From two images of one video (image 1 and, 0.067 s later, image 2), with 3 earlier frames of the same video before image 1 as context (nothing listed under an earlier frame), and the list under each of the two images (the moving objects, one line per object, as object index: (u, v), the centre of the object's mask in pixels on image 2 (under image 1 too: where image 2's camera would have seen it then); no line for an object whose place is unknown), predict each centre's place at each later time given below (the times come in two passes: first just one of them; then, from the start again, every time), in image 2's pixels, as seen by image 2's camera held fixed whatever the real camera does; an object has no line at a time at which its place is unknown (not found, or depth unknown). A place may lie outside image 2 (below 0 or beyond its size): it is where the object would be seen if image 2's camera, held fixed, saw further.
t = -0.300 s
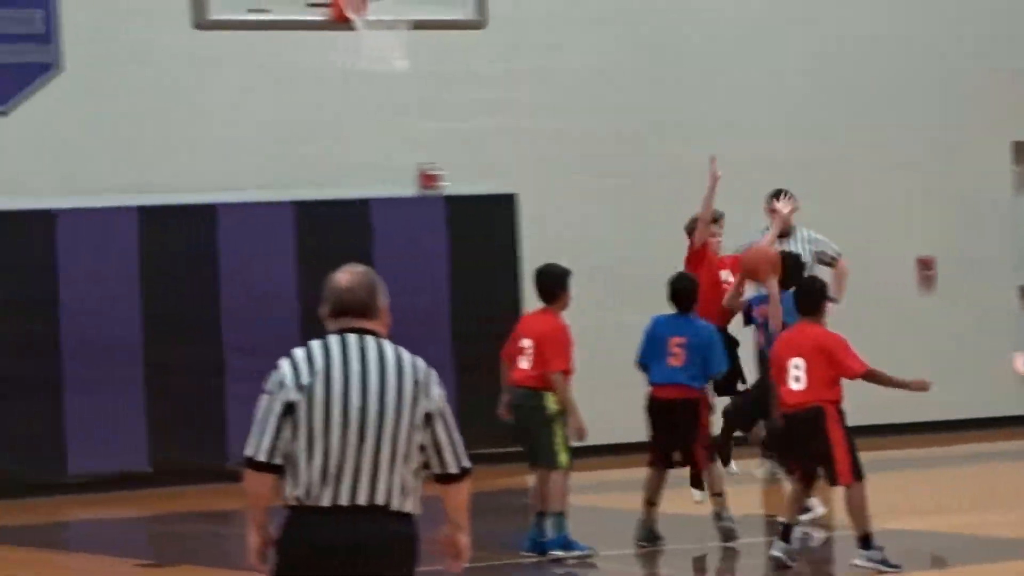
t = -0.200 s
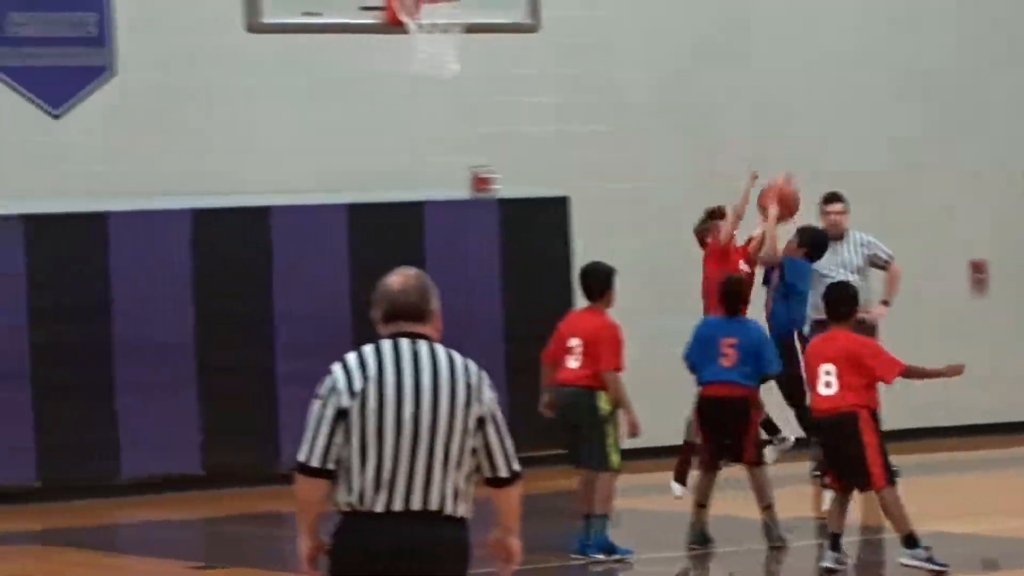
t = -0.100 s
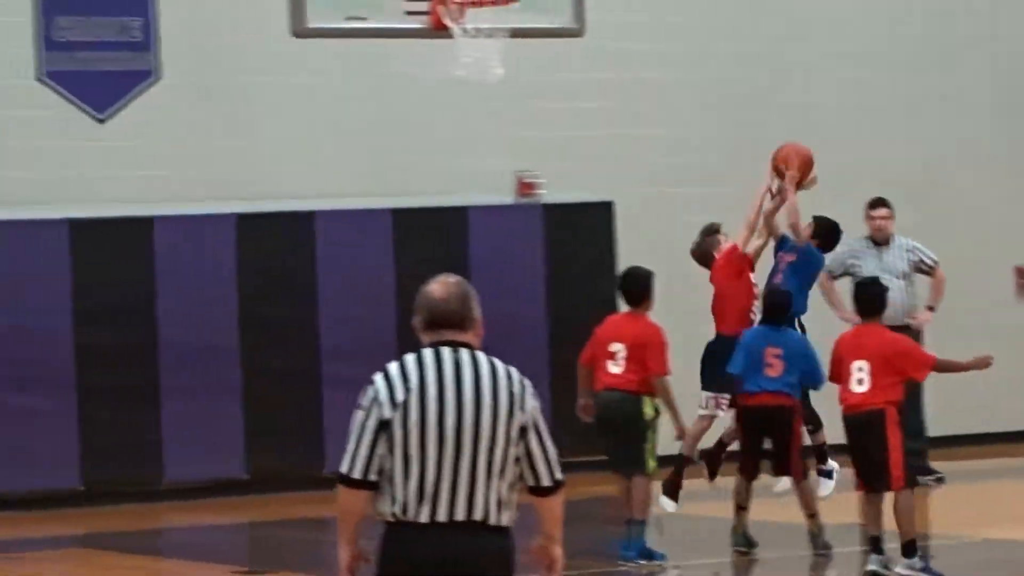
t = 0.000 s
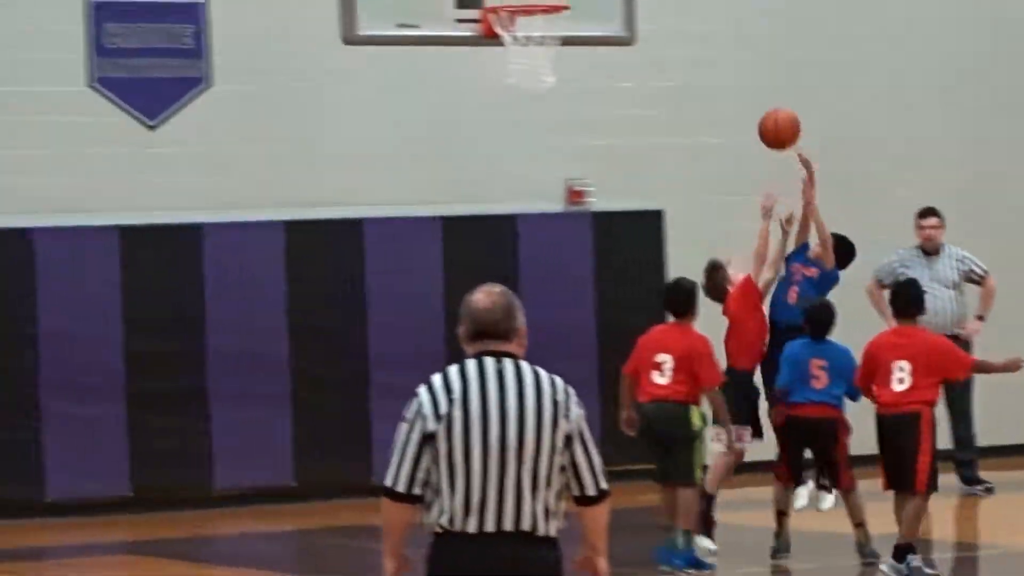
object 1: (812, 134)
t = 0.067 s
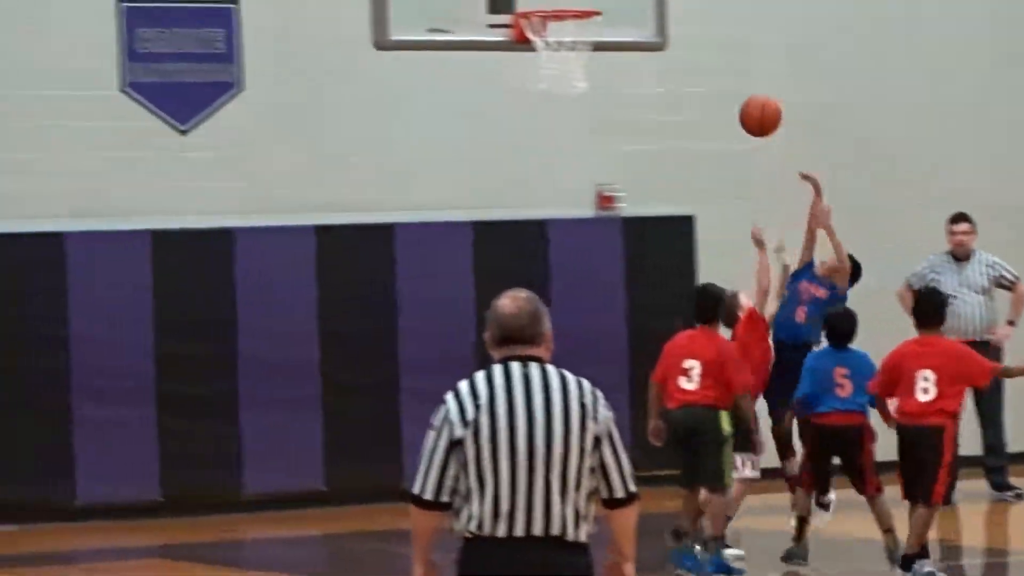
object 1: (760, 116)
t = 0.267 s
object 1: (612, 106)
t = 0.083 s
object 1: (747, 112)
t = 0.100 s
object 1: (735, 110)
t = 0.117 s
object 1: (722, 107)
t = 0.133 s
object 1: (710, 105)
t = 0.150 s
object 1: (698, 104)
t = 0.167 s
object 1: (685, 103)
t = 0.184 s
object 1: (673, 102)
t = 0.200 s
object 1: (660, 102)
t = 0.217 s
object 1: (648, 102)
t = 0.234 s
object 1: (636, 103)
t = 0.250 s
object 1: (624, 104)
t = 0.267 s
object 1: (612, 106)
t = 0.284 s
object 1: (600, 109)
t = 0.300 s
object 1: (588, 111)
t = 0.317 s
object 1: (576, 114)
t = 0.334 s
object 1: (564, 118)
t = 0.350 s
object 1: (552, 122)
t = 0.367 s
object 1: (540, 127)
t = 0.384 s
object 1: (528, 133)
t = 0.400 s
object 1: (516, 139)
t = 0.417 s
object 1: (504, 145)
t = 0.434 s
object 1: (493, 152)
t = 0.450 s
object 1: (481, 159)
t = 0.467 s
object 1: (470, 167)
